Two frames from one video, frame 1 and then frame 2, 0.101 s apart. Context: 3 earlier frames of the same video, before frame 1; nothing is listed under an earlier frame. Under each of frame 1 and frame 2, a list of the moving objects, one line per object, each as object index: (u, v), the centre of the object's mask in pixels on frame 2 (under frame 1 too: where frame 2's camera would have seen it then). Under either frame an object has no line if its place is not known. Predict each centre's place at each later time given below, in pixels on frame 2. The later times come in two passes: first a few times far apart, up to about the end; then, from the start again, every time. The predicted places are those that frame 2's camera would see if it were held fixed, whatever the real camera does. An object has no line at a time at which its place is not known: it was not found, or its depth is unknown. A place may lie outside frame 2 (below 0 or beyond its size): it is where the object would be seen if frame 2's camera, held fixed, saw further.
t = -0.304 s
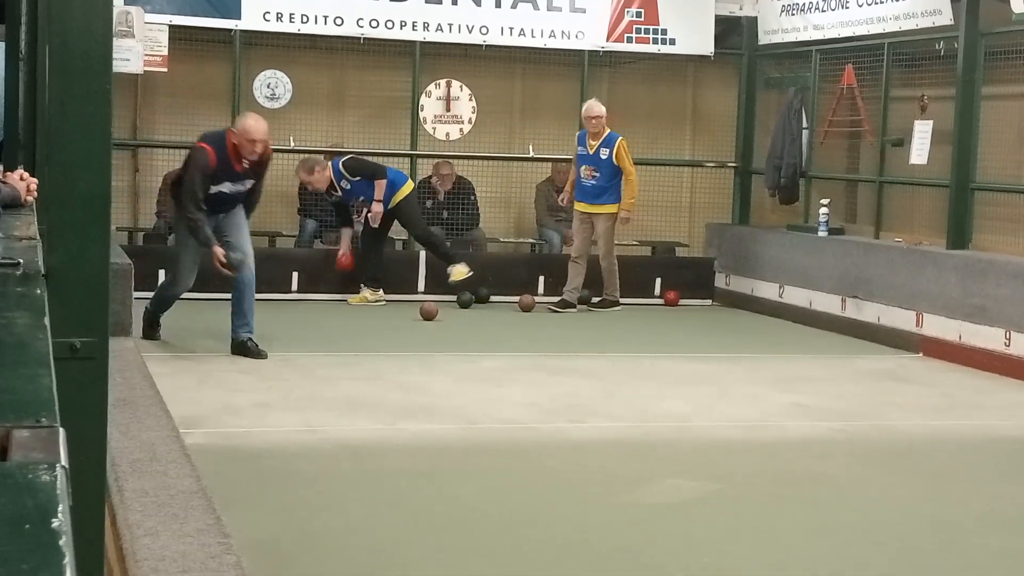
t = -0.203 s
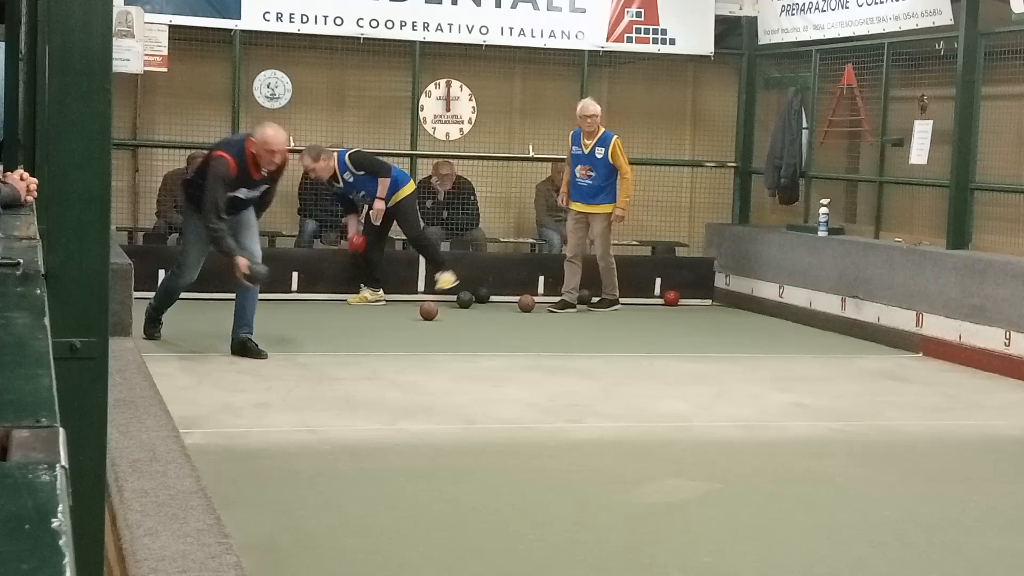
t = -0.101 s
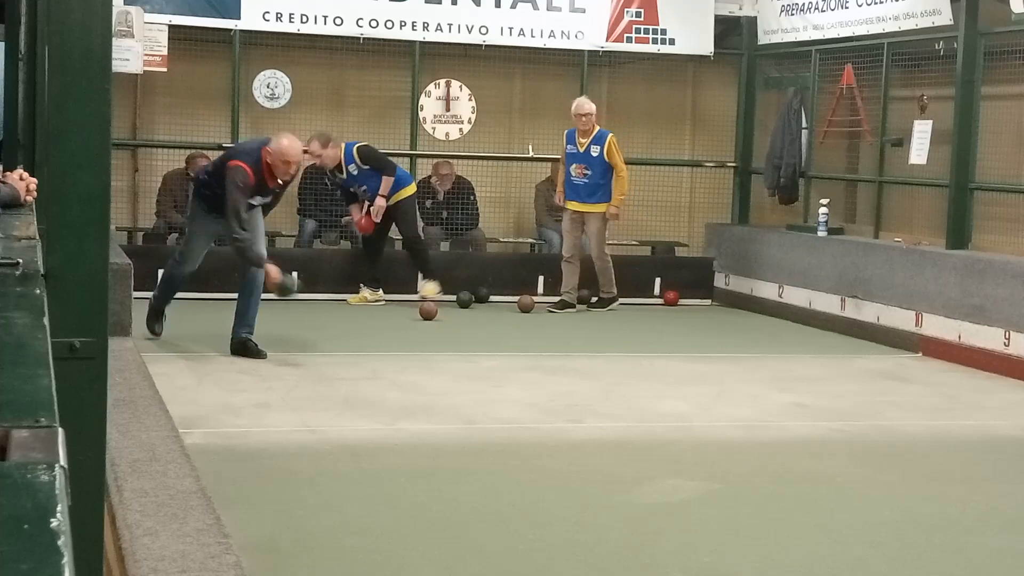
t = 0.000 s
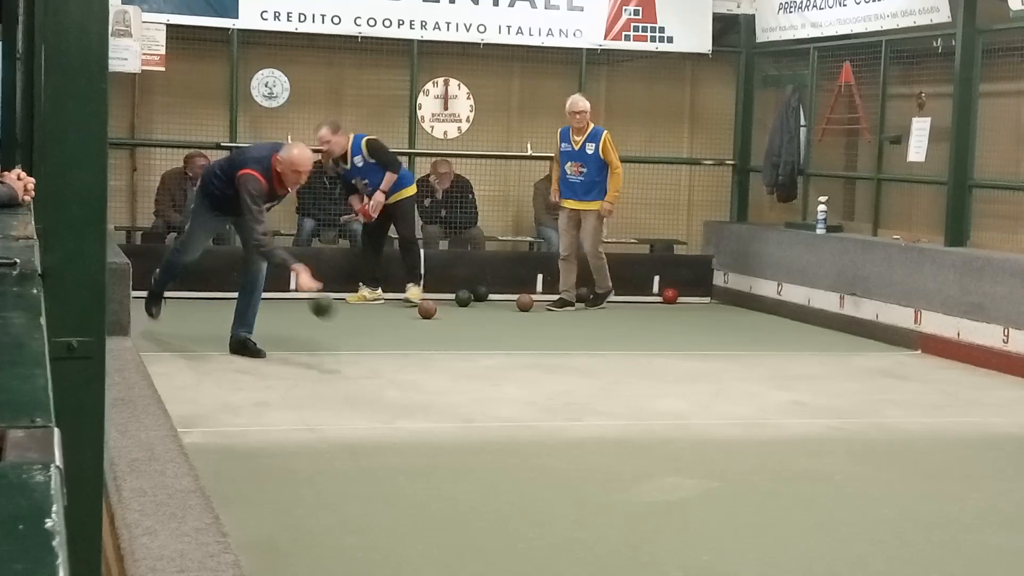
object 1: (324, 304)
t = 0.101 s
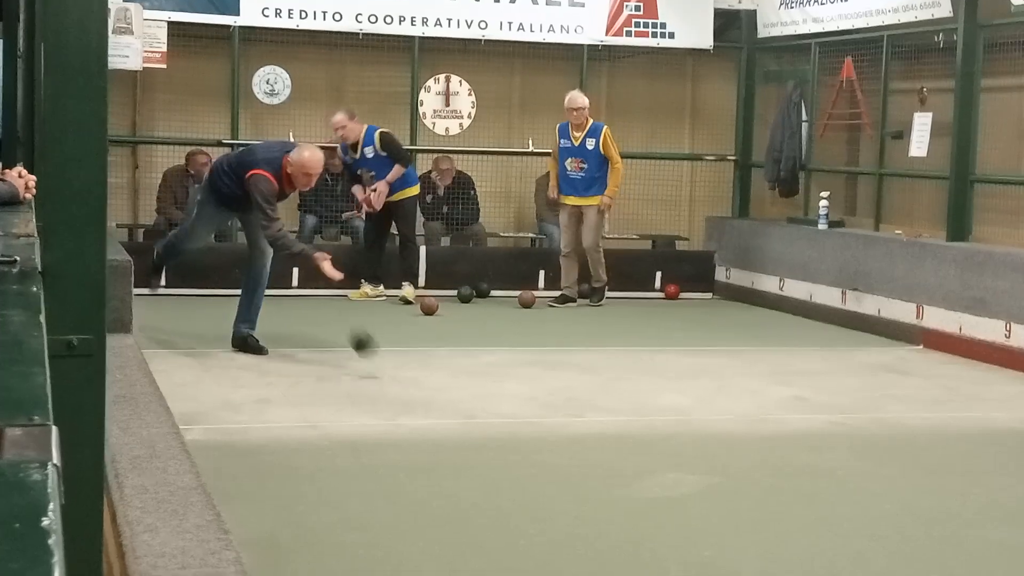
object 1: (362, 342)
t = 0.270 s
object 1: (419, 368)
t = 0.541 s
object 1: (515, 395)
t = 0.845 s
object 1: (638, 418)
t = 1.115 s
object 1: (763, 443)
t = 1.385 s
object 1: (906, 470)
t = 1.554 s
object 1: (1006, 491)
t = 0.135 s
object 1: (376, 361)
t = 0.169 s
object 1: (388, 367)
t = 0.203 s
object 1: (398, 365)
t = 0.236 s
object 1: (409, 366)
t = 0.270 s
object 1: (419, 368)
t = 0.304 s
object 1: (430, 373)
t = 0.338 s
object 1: (441, 380)
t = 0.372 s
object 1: (453, 381)
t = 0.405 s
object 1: (465, 384)
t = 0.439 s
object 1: (477, 387)
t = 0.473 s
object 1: (490, 390)
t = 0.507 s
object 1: (502, 392)
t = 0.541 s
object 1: (515, 395)
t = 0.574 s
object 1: (528, 397)
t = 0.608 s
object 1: (541, 399)
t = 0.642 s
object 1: (554, 401)
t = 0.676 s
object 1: (568, 404)
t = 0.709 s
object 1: (582, 407)
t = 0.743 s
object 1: (595, 409)
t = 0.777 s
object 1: (610, 412)
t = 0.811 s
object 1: (624, 415)
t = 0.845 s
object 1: (638, 418)
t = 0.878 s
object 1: (652, 421)
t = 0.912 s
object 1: (667, 424)
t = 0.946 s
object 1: (690, 419)
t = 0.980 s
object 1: (705, 432)
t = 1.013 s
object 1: (716, 434)
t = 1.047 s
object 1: (732, 437)
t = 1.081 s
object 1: (748, 439)
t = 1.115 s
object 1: (763, 443)
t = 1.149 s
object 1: (778, 445)
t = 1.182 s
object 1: (796, 449)
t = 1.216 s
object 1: (815, 453)
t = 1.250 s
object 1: (833, 456)
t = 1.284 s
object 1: (849, 459)
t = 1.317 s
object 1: (868, 463)
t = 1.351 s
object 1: (888, 467)
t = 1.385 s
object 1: (906, 470)
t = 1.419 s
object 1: (925, 475)
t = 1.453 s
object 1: (946, 479)
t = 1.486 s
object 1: (966, 482)
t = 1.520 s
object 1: (986, 487)
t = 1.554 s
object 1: (1006, 491)
